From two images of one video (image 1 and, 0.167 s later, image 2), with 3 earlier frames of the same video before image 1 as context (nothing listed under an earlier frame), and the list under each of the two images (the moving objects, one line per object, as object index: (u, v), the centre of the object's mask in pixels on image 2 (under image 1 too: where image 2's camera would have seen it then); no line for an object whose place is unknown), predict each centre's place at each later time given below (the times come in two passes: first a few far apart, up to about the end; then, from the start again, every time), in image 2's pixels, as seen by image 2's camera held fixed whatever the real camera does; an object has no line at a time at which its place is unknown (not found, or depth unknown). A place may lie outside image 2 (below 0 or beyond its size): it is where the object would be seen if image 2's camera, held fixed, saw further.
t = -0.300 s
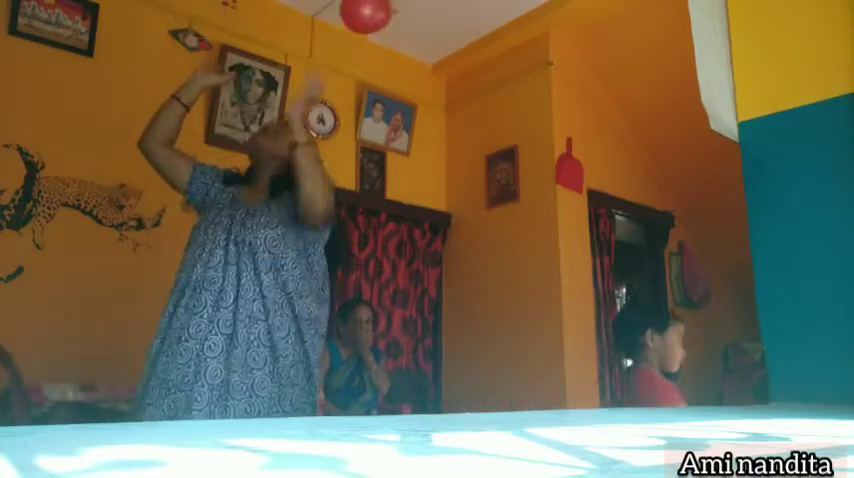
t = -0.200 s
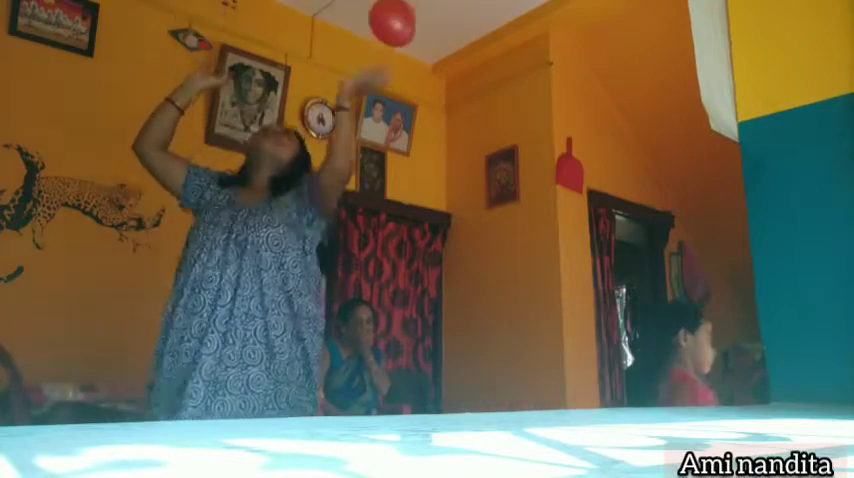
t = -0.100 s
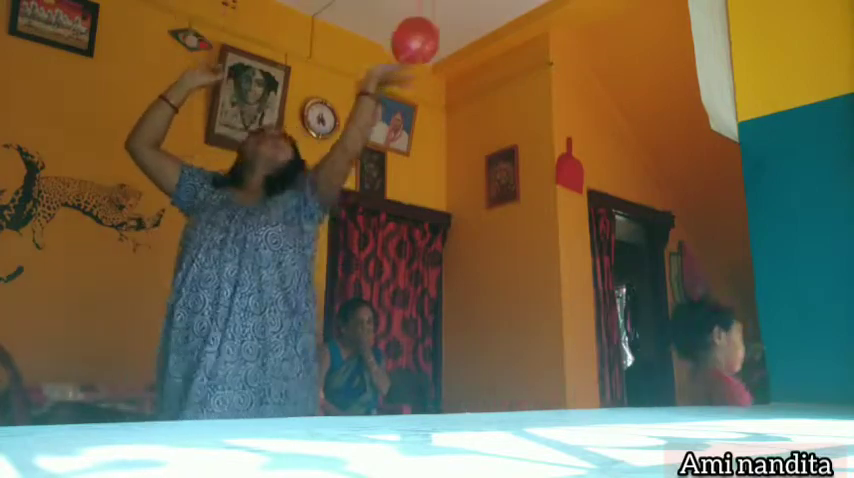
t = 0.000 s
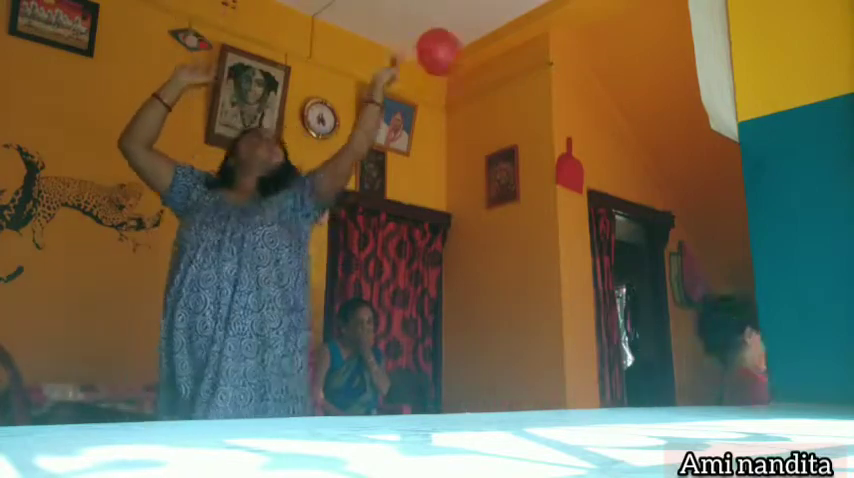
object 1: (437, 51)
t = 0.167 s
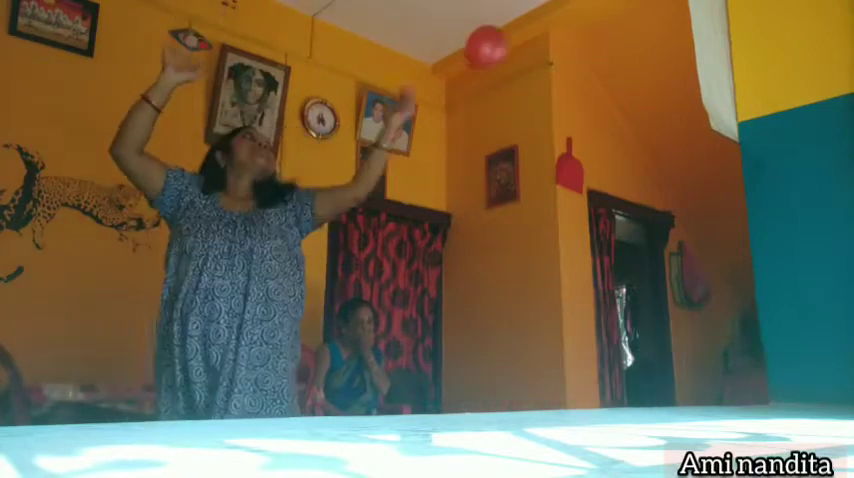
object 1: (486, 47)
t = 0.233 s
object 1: (502, 54)
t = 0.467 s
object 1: (549, 97)
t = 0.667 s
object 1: (581, 154)
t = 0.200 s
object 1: (495, 50)
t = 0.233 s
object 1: (502, 54)
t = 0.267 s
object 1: (509, 60)
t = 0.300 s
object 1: (515, 66)
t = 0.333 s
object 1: (520, 69)
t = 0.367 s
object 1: (529, 76)
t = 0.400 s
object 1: (536, 82)
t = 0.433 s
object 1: (543, 89)
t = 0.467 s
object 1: (549, 97)
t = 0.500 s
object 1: (556, 106)
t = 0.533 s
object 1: (561, 115)
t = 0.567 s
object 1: (566, 125)
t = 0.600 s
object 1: (571, 136)
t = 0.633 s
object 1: (575, 145)
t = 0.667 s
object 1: (581, 154)
